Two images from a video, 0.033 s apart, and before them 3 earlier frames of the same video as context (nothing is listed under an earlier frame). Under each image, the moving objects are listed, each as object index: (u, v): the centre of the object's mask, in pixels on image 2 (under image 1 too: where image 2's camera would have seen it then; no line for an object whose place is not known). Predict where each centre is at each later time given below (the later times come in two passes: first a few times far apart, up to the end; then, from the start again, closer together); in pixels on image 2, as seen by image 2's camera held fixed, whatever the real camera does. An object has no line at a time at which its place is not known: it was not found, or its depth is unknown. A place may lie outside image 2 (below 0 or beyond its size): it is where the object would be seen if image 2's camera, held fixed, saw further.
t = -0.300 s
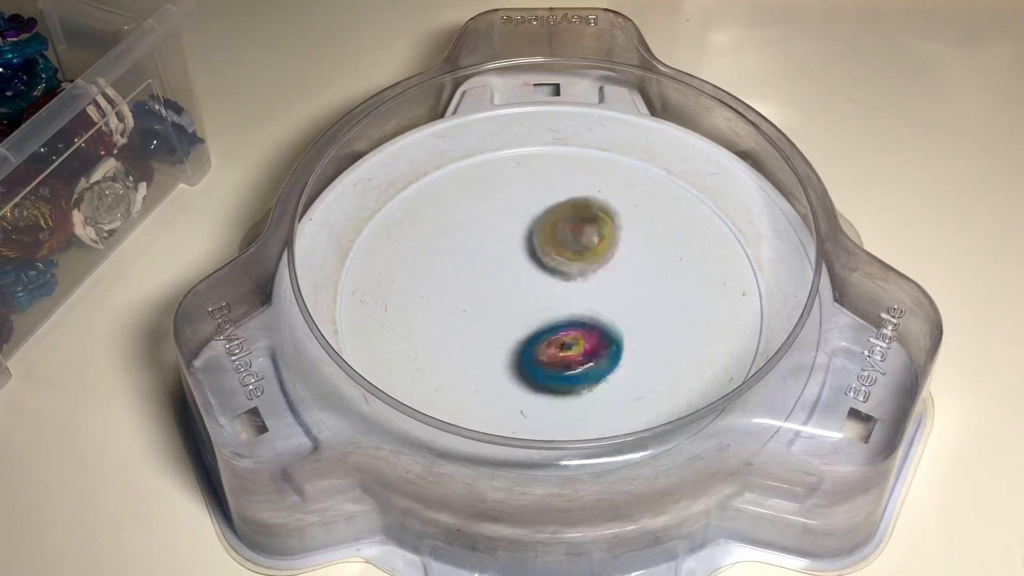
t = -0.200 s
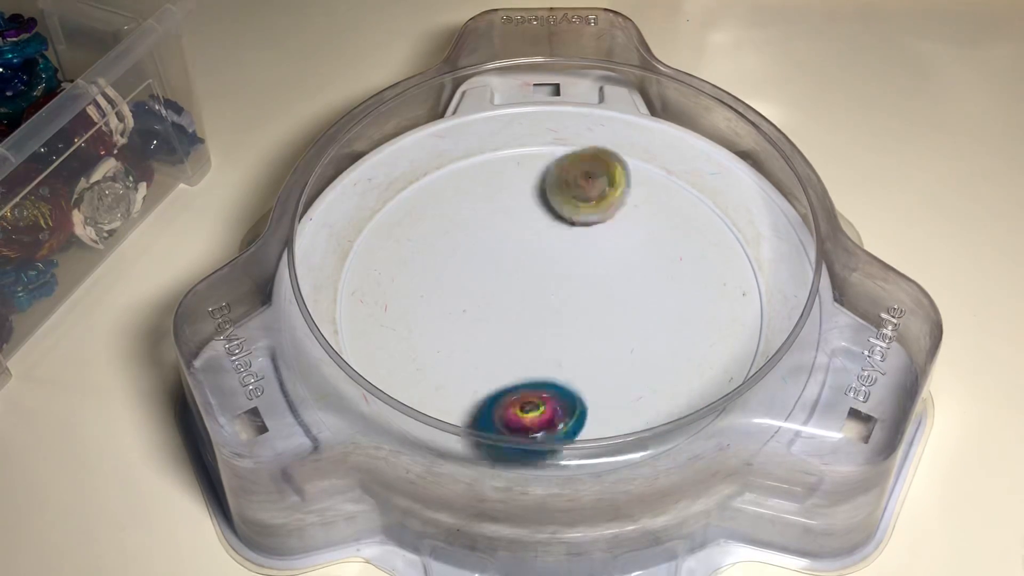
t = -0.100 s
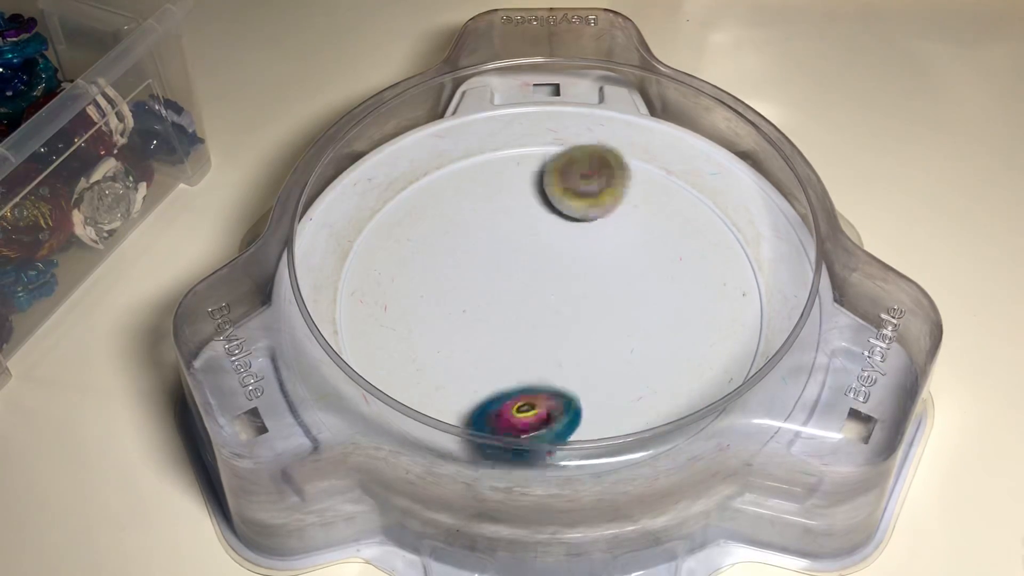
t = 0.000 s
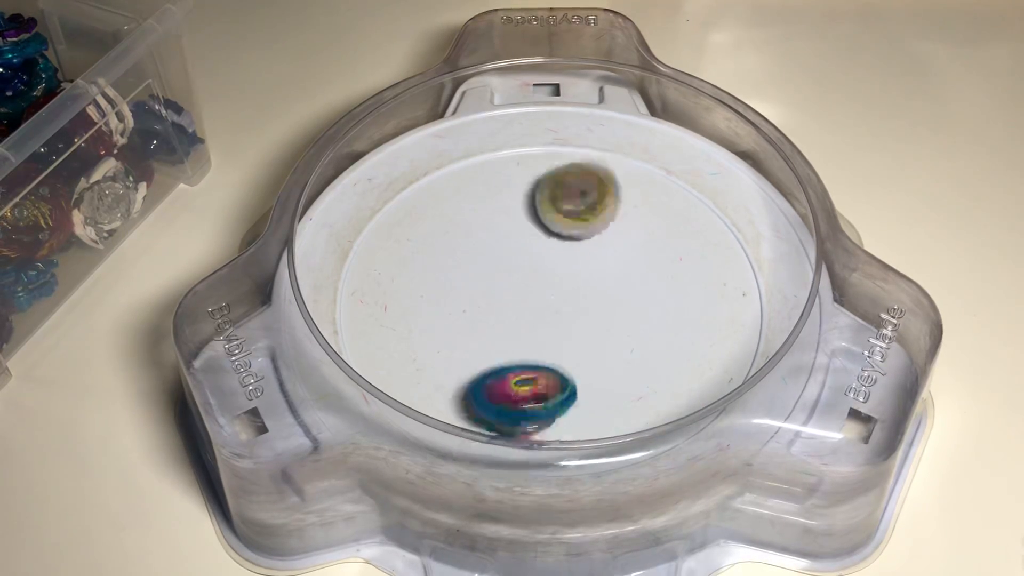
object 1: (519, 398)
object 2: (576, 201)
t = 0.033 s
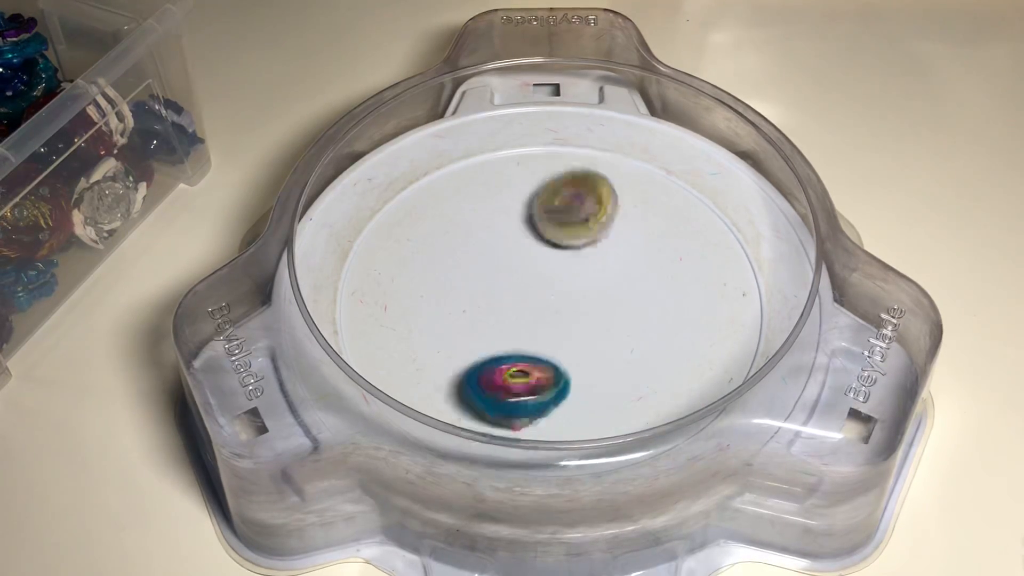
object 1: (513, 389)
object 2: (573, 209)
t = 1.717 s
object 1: (693, 297)
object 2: (459, 291)
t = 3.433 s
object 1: (697, 253)
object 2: (560, 298)
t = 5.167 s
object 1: (661, 229)
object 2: (552, 293)
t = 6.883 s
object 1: (631, 223)
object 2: (552, 290)
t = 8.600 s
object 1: (475, 345)
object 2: (563, 317)
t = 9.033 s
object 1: (467, 314)
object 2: (518, 287)
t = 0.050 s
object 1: (509, 385)
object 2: (571, 214)
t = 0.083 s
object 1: (499, 375)
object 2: (568, 224)
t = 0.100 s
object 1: (493, 371)
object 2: (567, 229)
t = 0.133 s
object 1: (480, 361)
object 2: (565, 238)
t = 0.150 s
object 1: (473, 356)
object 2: (564, 241)
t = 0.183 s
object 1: (458, 347)
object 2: (561, 249)
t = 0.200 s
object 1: (450, 342)
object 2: (559, 255)
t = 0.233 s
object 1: (435, 332)
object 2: (558, 263)
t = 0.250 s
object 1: (428, 327)
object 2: (556, 268)
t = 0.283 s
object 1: (415, 318)
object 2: (552, 277)
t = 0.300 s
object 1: (408, 313)
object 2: (550, 281)
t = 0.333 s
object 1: (398, 303)
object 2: (547, 290)
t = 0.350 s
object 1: (394, 299)
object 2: (546, 293)
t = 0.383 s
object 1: (387, 291)
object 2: (541, 302)
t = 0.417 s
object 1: (385, 284)
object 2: (536, 311)
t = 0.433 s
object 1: (384, 280)
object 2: (534, 314)
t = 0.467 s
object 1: (386, 275)
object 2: (530, 320)
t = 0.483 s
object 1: (387, 272)
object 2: (527, 324)
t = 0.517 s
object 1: (391, 268)
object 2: (524, 329)
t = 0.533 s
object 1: (394, 265)
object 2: (523, 331)
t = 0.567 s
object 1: (401, 261)
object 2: (519, 335)
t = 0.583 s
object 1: (405, 258)
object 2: (517, 336)
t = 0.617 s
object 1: (415, 253)
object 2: (515, 338)
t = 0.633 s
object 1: (421, 251)
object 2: (514, 337)
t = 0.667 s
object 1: (432, 245)
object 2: (512, 338)
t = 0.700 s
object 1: (444, 239)
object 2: (511, 337)
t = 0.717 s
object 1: (451, 234)
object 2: (512, 337)
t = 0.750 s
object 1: (464, 227)
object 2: (510, 335)
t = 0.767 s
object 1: (472, 223)
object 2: (511, 335)
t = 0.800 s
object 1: (485, 216)
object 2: (512, 332)
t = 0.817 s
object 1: (492, 212)
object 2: (511, 331)
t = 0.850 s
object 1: (506, 204)
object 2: (512, 329)
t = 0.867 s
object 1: (513, 201)
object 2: (513, 327)
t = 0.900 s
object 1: (526, 194)
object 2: (514, 325)
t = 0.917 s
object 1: (532, 191)
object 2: (515, 322)
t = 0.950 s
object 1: (545, 185)
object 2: (517, 320)
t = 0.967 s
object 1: (551, 183)
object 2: (519, 318)
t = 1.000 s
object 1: (563, 180)
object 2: (518, 313)
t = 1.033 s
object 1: (574, 178)
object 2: (522, 310)
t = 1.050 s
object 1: (578, 178)
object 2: (524, 308)
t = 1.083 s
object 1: (587, 178)
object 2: (524, 302)
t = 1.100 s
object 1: (591, 179)
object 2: (526, 300)
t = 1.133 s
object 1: (599, 181)
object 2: (530, 295)
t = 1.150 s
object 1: (604, 183)
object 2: (530, 292)
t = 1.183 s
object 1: (611, 187)
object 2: (535, 288)
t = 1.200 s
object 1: (614, 190)
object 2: (537, 285)
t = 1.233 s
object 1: (620, 196)
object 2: (540, 280)
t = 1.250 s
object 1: (624, 199)
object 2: (543, 278)
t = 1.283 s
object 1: (629, 207)
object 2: (548, 274)
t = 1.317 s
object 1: (635, 216)
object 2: (552, 271)
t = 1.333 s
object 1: (639, 221)
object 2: (554, 270)
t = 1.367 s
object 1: (645, 231)
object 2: (558, 268)
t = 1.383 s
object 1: (657, 234)
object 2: (545, 268)
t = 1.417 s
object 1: (684, 241)
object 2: (520, 271)
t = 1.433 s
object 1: (694, 244)
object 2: (506, 270)
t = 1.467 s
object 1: (711, 250)
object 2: (485, 274)
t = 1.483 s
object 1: (719, 252)
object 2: (476, 275)
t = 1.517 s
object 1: (733, 258)
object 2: (464, 279)
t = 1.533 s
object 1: (739, 261)
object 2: (459, 279)
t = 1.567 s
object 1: (735, 269)
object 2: (454, 284)
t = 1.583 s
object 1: (729, 273)
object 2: (452, 285)
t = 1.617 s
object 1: (720, 280)
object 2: (451, 288)
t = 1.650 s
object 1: (712, 283)
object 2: (452, 289)
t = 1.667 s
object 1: (708, 286)
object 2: (454, 290)
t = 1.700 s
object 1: (698, 294)
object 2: (456, 291)
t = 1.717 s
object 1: (693, 297)
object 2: (459, 291)
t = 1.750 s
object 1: (682, 306)
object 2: (463, 291)
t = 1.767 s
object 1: (677, 313)
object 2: (466, 292)
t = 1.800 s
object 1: (665, 324)
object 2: (468, 292)
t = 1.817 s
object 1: (657, 331)
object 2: (471, 293)
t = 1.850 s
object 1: (643, 343)
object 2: (475, 293)
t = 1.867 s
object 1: (636, 348)
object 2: (478, 293)
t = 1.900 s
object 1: (620, 358)
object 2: (481, 293)
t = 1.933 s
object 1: (604, 367)
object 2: (487, 292)
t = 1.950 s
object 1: (595, 371)
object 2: (487, 293)
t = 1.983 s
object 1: (577, 377)
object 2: (493, 293)
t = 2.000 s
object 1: (568, 378)
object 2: (494, 293)
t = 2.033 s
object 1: (549, 381)
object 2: (501, 293)
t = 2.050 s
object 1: (539, 382)
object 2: (503, 294)
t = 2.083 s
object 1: (520, 383)
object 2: (510, 294)
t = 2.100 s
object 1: (511, 383)
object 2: (512, 296)
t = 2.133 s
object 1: (493, 382)
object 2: (519, 296)
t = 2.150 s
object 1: (483, 380)
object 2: (522, 298)
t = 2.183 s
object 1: (464, 380)
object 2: (529, 299)
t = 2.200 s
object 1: (455, 377)
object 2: (531, 301)
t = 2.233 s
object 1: (440, 370)
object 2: (537, 301)
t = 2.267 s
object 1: (423, 365)
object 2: (542, 304)
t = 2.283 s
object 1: (415, 360)
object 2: (544, 303)
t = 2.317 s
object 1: (402, 352)
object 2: (548, 306)
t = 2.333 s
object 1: (397, 347)
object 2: (549, 306)
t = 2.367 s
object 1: (388, 338)
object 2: (551, 309)
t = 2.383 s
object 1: (385, 334)
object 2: (551, 309)
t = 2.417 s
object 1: (381, 324)
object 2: (552, 310)
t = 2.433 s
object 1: (379, 319)
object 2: (551, 310)
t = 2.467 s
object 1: (379, 308)
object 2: (551, 312)
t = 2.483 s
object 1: (379, 303)
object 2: (550, 312)
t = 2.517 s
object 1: (383, 292)
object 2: (551, 313)
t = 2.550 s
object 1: (388, 282)
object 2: (552, 312)
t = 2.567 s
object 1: (391, 276)
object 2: (550, 313)
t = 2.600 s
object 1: (398, 265)
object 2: (550, 312)
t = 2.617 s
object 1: (402, 260)
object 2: (548, 313)
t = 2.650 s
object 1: (412, 249)
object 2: (548, 312)
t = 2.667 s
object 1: (416, 244)
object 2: (546, 312)
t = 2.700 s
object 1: (427, 234)
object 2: (547, 311)
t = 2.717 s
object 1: (432, 229)
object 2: (545, 311)
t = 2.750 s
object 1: (445, 220)
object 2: (545, 310)
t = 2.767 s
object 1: (451, 216)
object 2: (545, 310)
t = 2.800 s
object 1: (464, 210)
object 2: (543, 308)
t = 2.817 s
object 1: (471, 206)
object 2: (544, 308)
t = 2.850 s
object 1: (485, 200)
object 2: (543, 306)
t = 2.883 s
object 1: (499, 195)
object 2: (543, 305)
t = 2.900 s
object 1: (507, 193)
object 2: (544, 304)
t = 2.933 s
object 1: (521, 189)
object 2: (544, 302)
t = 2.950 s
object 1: (529, 187)
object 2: (546, 302)
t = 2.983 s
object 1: (544, 185)
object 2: (546, 300)
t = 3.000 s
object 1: (552, 185)
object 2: (546, 299)
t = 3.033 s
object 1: (567, 184)
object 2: (548, 298)
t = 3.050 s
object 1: (574, 184)
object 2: (548, 297)
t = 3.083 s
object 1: (589, 185)
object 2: (550, 297)
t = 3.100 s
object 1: (597, 185)
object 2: (550, 295)
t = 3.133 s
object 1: (611, 188)
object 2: (552, 295)
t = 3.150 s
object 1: (619, 189)
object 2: (552, 295)
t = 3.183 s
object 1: (633, 193)
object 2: (556, 294)
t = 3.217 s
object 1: (646, 198)
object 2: (555, 294)
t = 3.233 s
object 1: (652, 201)
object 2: (557, 293)
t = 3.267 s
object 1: (665, 208)
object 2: (558, 294)
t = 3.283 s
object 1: (670, 211)
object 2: (558, 294)
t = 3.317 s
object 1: (679, 219)
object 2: (559, 295)
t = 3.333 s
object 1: (684, 224)
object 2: (558, 295)
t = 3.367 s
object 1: (690, 232)
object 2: (559, 296)
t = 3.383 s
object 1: (693, 237)
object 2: (559, 297)
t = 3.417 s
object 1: (696, 247)
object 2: (560, 297)
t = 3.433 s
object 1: (697, 253)
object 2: (560, 298)
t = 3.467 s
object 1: (698, 265)
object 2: (559, 299)
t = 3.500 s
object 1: (697, 276)
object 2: (557, 299)
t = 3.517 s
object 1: (696, 283)
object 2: (560, 300)
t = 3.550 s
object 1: (692, 295)
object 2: (557, 300)
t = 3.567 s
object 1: (690, 301)
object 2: (558, 300)
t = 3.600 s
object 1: (684, 313)
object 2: (556, 301)
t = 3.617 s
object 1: (680, 318)
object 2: (555, 300)
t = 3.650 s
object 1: (671, 330)
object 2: (554, 301)
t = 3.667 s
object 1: (666, 336)
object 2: (552, 300)
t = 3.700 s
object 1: (654, 346)
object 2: (552, 300)
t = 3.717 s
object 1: (649, 351)
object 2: (551, 300)
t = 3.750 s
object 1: (635, 360)
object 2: (550, 299)
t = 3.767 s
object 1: (628, 365)
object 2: (552, 299)
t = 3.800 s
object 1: (614, 372)
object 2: (550, 298)
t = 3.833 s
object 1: (597, 378)
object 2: (549, 297)
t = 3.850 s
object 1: (589, 379)
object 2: (551, 297)
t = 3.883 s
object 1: (572, 384)
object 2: (549, 296)
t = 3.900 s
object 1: (563, 384)
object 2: (549, 295)
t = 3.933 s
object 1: (545, 387)
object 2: (550, 294)
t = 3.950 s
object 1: (536, 387)
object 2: (549, 293)
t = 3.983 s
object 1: (518, 387)
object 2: (550, 292)
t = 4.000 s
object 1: (510, 385)
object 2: (551, 293)
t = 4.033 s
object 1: (493, 381)
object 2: (550, 292)
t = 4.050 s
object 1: (486, 379)
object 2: (553, 292)
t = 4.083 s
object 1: (471, 373)
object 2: (552, 292)
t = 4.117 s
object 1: (456, 367)
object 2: (552, 291)
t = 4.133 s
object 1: (450, 363)
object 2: (554, 291)
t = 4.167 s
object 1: (439, 354)
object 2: (554, 291)
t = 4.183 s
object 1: (435, 349)
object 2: (554, 290)
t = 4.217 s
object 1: (423, 341)
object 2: (555, 292)
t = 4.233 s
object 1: (420, 335)
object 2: (555, 292)
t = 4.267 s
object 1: (414, 325)
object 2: (555, 293)
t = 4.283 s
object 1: (412, 320)
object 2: (556, 293)
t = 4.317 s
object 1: (409, 310)
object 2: (556, 294)
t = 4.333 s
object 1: (409, 304)
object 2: (556, 294)
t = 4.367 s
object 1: (409, 294)
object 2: (557, 294)
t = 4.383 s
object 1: (410, 288)
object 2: (556, 295)
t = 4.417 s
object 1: (412, 278)
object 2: (556, 295)
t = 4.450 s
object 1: (418, 268)
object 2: (555, 296)
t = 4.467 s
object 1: (420, 262)
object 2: (553, 296)
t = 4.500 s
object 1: (427, 253)
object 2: (553, 296)
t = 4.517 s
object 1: (431, 247)
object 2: (553, 297)
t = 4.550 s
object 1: (439, 239)
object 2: (552, 297)
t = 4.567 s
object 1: (444, 234)
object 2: (552, 296)
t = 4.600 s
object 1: (454, 226)
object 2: (553, 296)
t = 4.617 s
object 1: (459, 222)
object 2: (551, 296)
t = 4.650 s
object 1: (471, 215)
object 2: (551, 295)
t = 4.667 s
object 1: (477, 212)
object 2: (551, 296)
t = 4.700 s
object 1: (489, 206)
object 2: (550, 295)
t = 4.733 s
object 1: (502, 201)
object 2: (550, 294)
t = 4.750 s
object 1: (508, 199)
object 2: (551, 294)
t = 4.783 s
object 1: (522, 196)
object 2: (550, 294)
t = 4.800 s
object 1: (529, 195)
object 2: (551, 293)
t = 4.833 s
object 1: (543, 193)
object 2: (553, 293)
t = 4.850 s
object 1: (549, 192)
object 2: (551, 293)
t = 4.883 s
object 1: (563, 192)
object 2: (551, 292)
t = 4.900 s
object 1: (570, 192)
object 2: (552, 293)
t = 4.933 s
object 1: (584, 193)
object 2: (552, 293)
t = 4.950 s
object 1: (590, 194)
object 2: (553, 292)
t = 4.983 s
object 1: (603, 197)
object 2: (552, 293)
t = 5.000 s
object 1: (610, 199)
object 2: (551, 292)
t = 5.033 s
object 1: (622, 203)
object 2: (551, 293)
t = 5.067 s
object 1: (634, 208)
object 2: (552, 292)
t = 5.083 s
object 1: (639, 211)
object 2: (551, 293)
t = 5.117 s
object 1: (649, 218)
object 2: (550, 293)
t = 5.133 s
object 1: (653, 221)
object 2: (552, 293)
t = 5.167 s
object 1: (661, 229)
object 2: (552, 293)
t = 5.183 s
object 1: (663, 233)
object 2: (551, 292)
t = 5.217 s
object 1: (669, 243)
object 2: (551, 293)
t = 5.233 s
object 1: (670, 247)
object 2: (550, 293)
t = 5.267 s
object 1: (673, 258)
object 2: (551, 293)
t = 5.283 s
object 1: (673, 263)
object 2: (552, 293)
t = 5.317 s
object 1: (674, 274)
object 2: (554, 292)
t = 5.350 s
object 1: (672, 285)
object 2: (552, 293)
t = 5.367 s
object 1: (670, 292)
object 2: (551, 292)
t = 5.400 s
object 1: (666, 303)
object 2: (552, 292)
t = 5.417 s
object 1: (664, 308)
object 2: (551, 292)
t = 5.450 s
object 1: (657, 320)
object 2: (551, 292)
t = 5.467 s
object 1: (654, 325)
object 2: (552, 292)
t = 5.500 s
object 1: (645, 335)
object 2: (555, 292)
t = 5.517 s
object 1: (641, 340)
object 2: (551, 292)
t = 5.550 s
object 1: (630, 349)
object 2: (553, 291)
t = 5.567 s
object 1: (624, 353)
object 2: (554, 293)
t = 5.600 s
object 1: (612, 361)
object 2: (553, 292)
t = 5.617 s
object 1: (605, 364)
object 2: (553, 291)
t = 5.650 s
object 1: (592, 370)
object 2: (554, 292)
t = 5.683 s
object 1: (577, 375)
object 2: (555, 292)
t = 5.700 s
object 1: (569, 377)
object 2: (552, 292)
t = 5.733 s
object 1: (553, 379)
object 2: (551, 291)
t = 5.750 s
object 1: (545, 380)
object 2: (553, 293)
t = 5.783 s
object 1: (530, 379)
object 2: (551, 293)
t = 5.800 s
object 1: (522, 379)
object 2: (552, 292)
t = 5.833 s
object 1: (507, 377)
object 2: (551, 292)
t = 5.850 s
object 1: (500, 374)
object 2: (550, 292)
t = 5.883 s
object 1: (487, 370)
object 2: (550, 292)
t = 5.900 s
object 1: (479, 368)
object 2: (551, 292)
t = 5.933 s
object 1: (468, 362)
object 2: (553, 291)
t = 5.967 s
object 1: (458, 355)
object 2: (551, 292)
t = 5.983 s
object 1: (453, 351)
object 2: (551, 290)
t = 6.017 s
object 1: (446, 343)
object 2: (551, 291)
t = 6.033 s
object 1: (443, 339)
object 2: (551, 291)
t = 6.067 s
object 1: (439, 330)
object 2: (551, 291)
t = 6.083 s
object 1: (437, 325)
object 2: (552, 291)
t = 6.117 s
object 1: (435, 315)
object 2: (553, 290)
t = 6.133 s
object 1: (435, 311)
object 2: (553, 291)
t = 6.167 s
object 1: (436, 299)
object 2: (553, 290)
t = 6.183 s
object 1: (437, 294)
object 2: (555, 291)
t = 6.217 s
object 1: (439, 284)
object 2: (553, 292)
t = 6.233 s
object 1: (441, 279)
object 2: (553, 291)
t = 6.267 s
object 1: (446, 269)
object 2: (552, 292)
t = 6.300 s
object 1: (451, 259)
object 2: (553, 291)
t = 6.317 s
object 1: (454, 254)
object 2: (551, 292)
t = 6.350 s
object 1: (461, 246)
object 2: (550, 292)
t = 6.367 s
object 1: (466, 241)
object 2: (552, 291)
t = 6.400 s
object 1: (474, 233)
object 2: (551, 291)
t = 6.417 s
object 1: (480, 230)
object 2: (550, 291)
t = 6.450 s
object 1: (489, 223)
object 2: (551, 291)
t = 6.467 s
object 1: (495, 220)
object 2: (552, 291)
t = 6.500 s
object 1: (506, 215)
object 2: (552, 292)
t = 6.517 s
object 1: (511, 213)
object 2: (551, 291)
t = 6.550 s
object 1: (523, 208)
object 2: (551, 291)
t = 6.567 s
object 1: (529, 207)
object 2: (551, 292)
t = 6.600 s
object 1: (541, 204)
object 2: (550, 292)
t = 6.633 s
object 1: (554, 202)
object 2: (551, 291)
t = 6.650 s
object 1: (560, 202)
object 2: (551, 290)
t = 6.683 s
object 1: (573, 201)
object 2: (554, 290)
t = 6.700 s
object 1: (579, 202)
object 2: (552, 291)
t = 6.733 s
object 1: (591, 203)
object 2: (551, 291)
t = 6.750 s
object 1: (597, 205)
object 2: (553, 292)
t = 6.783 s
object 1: (607, 206)
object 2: (551, 292)
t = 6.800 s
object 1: (612, 209)
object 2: (549, 291)
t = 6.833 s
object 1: (620, 214)
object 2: (549, 290)
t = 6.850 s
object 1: (624, 216)
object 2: (551, 291)
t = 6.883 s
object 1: (631, 223)
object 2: (552, 290)
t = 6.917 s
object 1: (638, 231)
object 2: (553, 291)
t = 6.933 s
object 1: (641, 235)
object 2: (553, 290)
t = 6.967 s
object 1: (645, 244)
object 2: (552, 292)
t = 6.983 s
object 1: (647, 249)
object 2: (551, 292)
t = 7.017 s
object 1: (650, 259)
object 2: (551, 293)
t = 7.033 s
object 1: (651, 265)
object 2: (550, 292)
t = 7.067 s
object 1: (651, 275)
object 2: (550, 291)
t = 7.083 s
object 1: (651, 281)
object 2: (548, 292)
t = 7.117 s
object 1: (649, 291)
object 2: (548, 290)
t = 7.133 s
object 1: (648, 296)
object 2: (551, 290)
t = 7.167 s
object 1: (645, 306)
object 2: (551, 290)
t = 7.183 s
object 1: (644, 313)
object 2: (549, 289)
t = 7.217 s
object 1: (642, 327)
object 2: (542, 283)
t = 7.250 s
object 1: (638, 337)
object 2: (536, 277)
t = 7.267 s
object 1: (636, 341)
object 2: (535, 275)
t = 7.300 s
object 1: (631, 346)
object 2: (530, 273)
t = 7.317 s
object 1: (627, 350)
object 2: (529, 271)
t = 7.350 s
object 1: (619, 356)
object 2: (527, 268)
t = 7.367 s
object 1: (613, 359)
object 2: (525, 266)
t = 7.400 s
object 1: (603, 361)
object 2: (527, 264)
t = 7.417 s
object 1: (596, 363)
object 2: (528, 264)
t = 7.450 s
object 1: (584, 364)
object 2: (528, 261)
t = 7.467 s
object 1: (578, 365)
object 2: (528, 260)
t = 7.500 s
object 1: (565, 363)
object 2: (530, 261)
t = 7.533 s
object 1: (554, 360)
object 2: (532, 260)
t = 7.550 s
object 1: (550, 357)
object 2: (534, 260)
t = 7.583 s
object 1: (541, 352)
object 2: (536, 261)
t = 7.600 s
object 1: (537, 352)
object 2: (537, 261)
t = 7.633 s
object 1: (530, 346)
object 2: (540, 263)
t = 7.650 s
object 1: (528, 342)
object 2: (540, 263)
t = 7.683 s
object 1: (523, 335)
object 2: (544, 263)
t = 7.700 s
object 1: (512, 338)
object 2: (554, 258)
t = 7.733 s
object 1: (494, 343)
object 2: (576, 246)
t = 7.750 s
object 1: (486, 344)
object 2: (585, 238)
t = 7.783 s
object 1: (479, 349)
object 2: (603, 227)
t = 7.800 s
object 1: (479, 348)
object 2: (611, 224)
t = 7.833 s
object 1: (478, 345)
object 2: (621, 220)
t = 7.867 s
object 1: (482, 338)
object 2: (631, 219)
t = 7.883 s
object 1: (485, 335)
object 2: (634, 220)
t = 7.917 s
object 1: (494, 330)
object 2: (640, 222)
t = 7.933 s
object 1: (500, 329)
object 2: (643, 224)
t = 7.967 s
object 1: (507, 330)
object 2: (650, 227)
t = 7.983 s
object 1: (510, 330)
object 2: (652, 231)
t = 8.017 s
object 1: (515, 331)
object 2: (657, 235)
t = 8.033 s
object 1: (516, 332)
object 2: (656, 241)
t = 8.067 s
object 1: (520, 331)
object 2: (656, 250)
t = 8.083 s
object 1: (523, 331)
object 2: (656, 255)
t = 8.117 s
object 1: (528, 331)
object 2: (652, 264)
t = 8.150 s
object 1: (533, 331)
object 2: (645, 275)
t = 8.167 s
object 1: (535, 332)
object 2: (641, 280)
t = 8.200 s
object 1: (540, 334)
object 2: (631, 291)
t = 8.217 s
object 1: (542, 335)
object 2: (625, 296)
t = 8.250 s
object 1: (543, 338)
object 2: (622, 303)
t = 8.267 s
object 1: (539, 341)
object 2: (618, 309)
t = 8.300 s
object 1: (535, 340)
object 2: (613, 313)
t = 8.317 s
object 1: (527, 341)
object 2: (614, 315)
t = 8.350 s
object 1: (511, 341)
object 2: (615, 320)
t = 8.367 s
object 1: (504, 342)
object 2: (613, 321)
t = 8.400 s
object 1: (493, 344)
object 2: (611, 321)
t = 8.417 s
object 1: (489, 345)
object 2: (610, 322)
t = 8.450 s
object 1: (483, 347)
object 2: (602, 324)
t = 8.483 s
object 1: (477, 349)
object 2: (594, 324)
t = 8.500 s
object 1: (476, 348)
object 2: (590, 323)
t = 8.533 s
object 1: (472, 349)
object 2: (583, 321)
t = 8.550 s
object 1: (471, 348)
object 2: (578, 321)
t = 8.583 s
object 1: (472, 346)
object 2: (567, 318)
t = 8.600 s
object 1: (475, 345)
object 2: (563, 317)
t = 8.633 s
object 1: (477, 344)
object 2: (558, 313)
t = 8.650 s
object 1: (481, 343)
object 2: (555, 312)
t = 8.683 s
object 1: (484, 341)
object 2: (546, 309)
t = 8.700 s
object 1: (486, 340)
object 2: (541, 307)
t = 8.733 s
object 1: (488, 337)
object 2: (533, 302)
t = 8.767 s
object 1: (486, 332)
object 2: (529, 297)
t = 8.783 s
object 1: (482, 328)
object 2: (529, 297)
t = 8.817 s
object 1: (475, 321)
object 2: (527, 293)
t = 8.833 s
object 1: (471, 318)
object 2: (525, 292)
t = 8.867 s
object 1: (465, 314)
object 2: (523, 290)
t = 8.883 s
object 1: (462, 313)
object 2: (521, 289)
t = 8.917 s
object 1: (460, 312)
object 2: (520, 288)
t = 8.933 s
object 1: (459, 312)
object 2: (519, 287)
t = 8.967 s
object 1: (460, 312)
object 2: (517, 287)
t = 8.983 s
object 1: (461, 312)
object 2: (517, 287)
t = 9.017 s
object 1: (465, 313)
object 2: (517, 287)
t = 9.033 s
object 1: (467, 314)
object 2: (518, 287)
